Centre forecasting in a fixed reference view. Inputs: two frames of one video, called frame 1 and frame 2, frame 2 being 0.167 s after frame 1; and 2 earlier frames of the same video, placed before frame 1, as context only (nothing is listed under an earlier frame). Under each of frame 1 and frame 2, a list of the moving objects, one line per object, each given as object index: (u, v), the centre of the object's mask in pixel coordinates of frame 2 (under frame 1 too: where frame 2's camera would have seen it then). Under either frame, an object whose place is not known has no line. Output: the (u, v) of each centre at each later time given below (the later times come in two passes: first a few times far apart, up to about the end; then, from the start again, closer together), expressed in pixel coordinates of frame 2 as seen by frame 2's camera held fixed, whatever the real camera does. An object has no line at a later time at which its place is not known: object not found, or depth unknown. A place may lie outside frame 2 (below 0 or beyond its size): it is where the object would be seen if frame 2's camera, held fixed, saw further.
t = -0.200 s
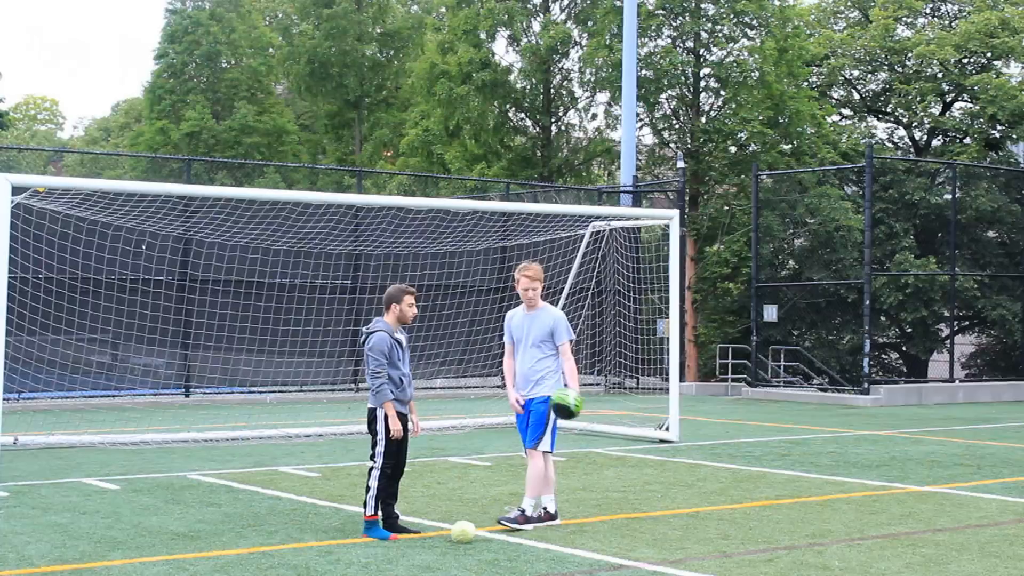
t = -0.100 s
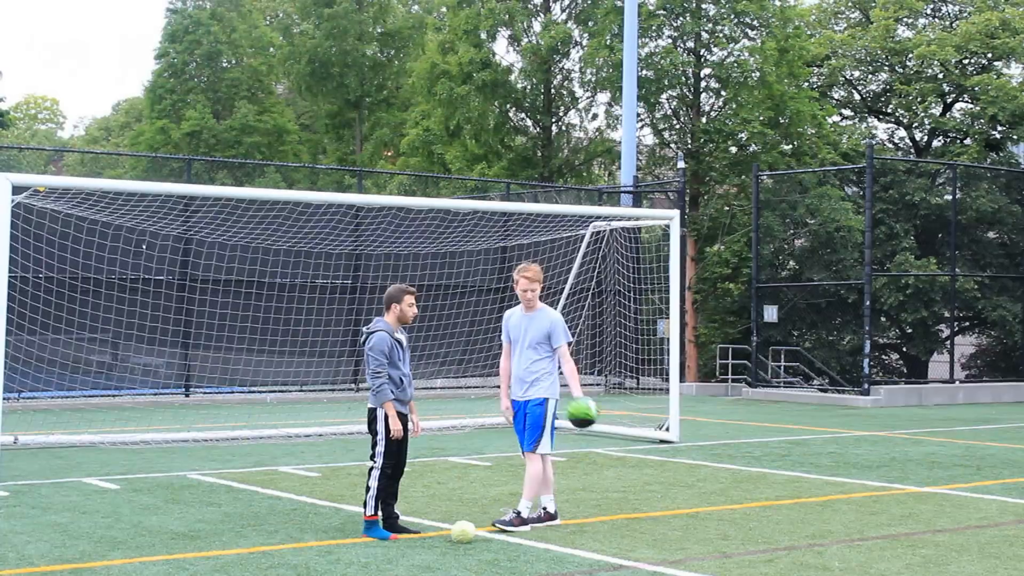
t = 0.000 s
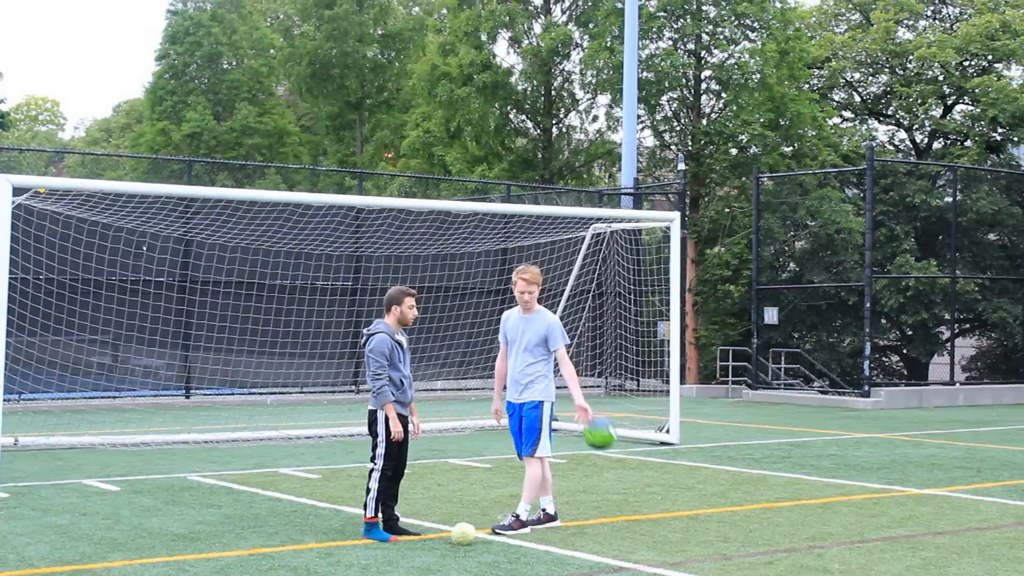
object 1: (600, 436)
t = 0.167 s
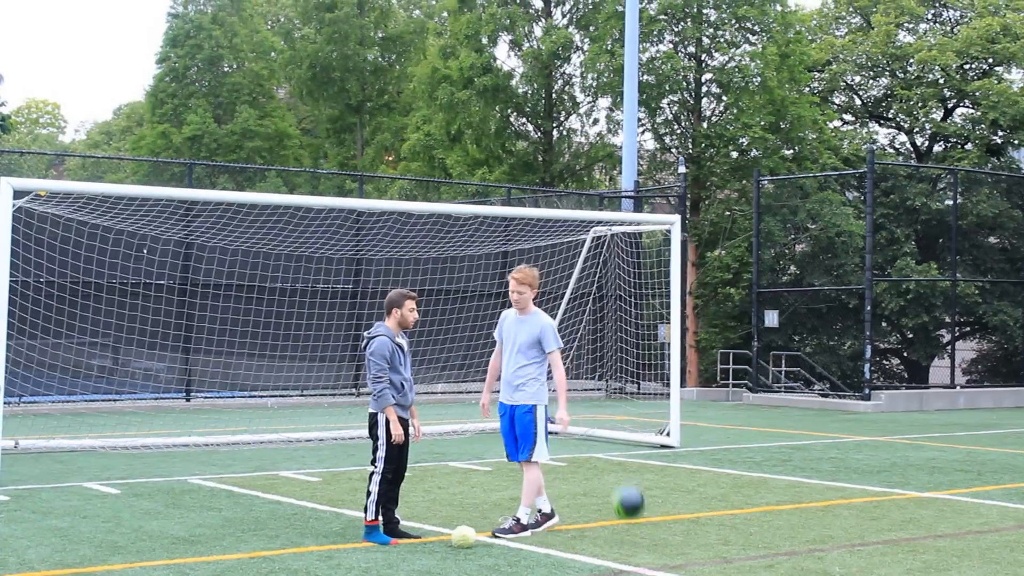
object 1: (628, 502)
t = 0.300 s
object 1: (641, 504)
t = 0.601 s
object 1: (655, 487)
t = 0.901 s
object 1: (678, 517)
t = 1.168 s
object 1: (706, 537)
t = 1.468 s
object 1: (730, 544)
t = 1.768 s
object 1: (754, 549)
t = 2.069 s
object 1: (773, 551)
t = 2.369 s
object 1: (786, 552)
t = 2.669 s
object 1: (789, 552)
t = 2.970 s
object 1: (787, 552)
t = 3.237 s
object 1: (787, 552)
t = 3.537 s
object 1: (787, 552)
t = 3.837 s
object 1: (787, 552)
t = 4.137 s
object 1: (787, 552)
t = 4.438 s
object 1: (787, 552)
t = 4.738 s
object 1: (787, 551)
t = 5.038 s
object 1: (787, 551)
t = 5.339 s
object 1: (787, 552)
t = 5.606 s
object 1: (787, 552)
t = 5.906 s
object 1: (787, 552)
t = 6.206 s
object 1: (787, 552)
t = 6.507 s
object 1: (787, 551)
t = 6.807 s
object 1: (786, 552)
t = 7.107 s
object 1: (786, 551)
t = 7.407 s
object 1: (786, 551)
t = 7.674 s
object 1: (786, 551)
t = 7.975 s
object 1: (786, 551)
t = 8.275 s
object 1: (786, 551)
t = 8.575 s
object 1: (786, 552)
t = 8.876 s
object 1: (786, 551)
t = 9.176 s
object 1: (786, 551)
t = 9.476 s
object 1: (786, 551)
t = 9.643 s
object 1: (786, 551)
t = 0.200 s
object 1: (634, 520)
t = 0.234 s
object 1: (637, 526)
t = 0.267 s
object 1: (639, 513)
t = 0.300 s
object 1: (641, 504)
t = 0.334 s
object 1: (643, 495)
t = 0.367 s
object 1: (645, 489)
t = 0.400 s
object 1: (647, 484)
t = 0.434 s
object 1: (648, 480)
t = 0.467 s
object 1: (650, 478)
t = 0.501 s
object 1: (651, 478)
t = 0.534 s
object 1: (653, 479)
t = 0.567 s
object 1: (654, 482)
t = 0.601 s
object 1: (655, 487)
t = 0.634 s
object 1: (657, 493)
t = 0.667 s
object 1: (659, 501)
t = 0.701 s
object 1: (660, 511)
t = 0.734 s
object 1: (662, 523)
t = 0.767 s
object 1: (664, 537)
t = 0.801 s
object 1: (667, 531)
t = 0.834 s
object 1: (671, 525)
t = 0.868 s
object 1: (674, 520)
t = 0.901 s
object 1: (678, 517)
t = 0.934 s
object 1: (681, 516)
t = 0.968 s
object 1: (685, 517)
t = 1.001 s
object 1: (688, 519)
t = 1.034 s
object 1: (692, 523)
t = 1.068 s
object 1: (695, 529)
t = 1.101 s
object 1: (699, 536)
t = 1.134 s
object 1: (703, 541)
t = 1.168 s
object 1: (706, 537)
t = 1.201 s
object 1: (708, 535)
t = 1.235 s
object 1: (711, 534)
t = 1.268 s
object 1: (713, 535)
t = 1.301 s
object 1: (716, 537)
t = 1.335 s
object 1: (719, 542)
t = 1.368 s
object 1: (721, 545)
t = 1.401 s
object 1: (724, 543)
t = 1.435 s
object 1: (727, 543)
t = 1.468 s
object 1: (730, 544)
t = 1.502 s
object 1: (733, 546)
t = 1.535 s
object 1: (735, 546)
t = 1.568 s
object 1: (738, 547)
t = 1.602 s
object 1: (741, 548)
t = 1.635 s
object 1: (744, 548)
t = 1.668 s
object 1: (746, 548)
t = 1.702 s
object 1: (749, 548)
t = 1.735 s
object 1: (752, 548)
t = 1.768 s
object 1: (754, 549)
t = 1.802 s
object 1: (756, 549)
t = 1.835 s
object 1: (759, 549)
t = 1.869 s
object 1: (760, 550)
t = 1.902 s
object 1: (763, 550)
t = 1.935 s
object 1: (765, 550)
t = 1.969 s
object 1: (768, 550)
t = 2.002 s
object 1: (769, 551)
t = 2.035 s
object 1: (771, 551)
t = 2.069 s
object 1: (773, 551)
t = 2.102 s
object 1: (775, 551)
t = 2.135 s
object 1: (777, 551)
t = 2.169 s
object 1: (779, 551)
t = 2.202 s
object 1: (780, 552)
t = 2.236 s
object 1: (782, 552)
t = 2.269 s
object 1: (783, 552)
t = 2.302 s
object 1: (784, 552)
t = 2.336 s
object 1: (785, 552)
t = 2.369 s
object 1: (786, 552)
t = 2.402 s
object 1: (787, 552)
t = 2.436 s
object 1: (787, 552)
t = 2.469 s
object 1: (788, 552)
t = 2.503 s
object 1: (788, 552)
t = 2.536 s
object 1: (789, 552)
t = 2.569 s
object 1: (789, 552)
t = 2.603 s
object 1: (789, 552)
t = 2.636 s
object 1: (789, 552)
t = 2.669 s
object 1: (789, 552)
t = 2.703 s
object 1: (789, 552)
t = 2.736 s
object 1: (789, 552)
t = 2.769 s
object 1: (789, 552)
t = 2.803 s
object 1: (789, 552)
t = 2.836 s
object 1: (788, 552)
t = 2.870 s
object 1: (788, 552)
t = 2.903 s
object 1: (788, 552)
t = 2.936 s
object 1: (788, 552)
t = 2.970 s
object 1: (787, 552)
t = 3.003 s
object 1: (787, 552)
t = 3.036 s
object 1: (787, 552)
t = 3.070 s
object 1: (787, 552)
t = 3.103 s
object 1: (787, 552)
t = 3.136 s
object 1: (787, 552)
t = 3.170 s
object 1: (787, 552)
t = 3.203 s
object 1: (787, 552)
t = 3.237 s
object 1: (787, 552)
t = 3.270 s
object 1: (787, 552)
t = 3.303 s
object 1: (787, 552)
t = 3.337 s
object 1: (787, 552)
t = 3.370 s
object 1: (787, 552)
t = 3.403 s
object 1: (787, 552)
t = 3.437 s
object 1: (787, 552)
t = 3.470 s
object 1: (787, 552)
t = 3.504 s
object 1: (787, 552)
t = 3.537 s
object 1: (787, 552)
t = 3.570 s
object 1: (787, 552)
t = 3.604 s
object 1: (787, 552)
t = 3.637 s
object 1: (787, 552)
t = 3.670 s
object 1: (787, 552)
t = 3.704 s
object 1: (787, 552)
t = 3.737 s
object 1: (787, 552)
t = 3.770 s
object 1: (787, 552)
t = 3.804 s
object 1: (787, 552)
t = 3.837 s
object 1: (787, 552)
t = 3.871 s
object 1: (787, 552)
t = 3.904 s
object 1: (787, 552)
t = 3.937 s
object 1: (787, 552)
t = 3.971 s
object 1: (787, 552)
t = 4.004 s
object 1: (787, 552)
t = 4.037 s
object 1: (787, 552)
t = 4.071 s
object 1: (787, 552)
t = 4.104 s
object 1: (787, 552)
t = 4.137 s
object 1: (787, 552)
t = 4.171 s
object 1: (787, 552)
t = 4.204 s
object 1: (787, 552)
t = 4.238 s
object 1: (787, 552)
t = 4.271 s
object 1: (787, 552)
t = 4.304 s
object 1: (787, 552)
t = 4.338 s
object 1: (787, 552)
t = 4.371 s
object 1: (787, 552)
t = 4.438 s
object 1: (787, 552)
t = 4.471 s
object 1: (787, 552)
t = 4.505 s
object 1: (787, 552)
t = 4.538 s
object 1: (787, 552)
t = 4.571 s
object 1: (787, 552)
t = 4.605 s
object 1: (787, 552)
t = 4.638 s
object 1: (787, 552)
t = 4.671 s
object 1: (787, 552)
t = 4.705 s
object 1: (787, 551)
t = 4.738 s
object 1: (787, 551)
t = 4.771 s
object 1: (787, 552)
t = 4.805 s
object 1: (787, 551)
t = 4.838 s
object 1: (787, 551)
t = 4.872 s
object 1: (787, 551)
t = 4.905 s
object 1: (787, 551)
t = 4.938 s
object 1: (787, 551)
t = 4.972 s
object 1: (787, 551)
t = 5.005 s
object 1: (787, 551)
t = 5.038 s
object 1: (787, 551)
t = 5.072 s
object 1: (787, 551)
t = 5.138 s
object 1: (787, 551)
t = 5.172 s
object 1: (787, 551)
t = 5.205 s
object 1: (787, 551)
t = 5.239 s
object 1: (787, 551)
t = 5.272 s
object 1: (787, 551)
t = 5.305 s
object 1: (787, 551)
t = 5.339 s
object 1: (787, 552)
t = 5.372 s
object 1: (787, 552)
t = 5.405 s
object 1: (787, 551)
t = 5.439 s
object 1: (787, 552)
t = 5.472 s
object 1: (787, 552)
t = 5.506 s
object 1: (787, 552)
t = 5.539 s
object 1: (787, 552)
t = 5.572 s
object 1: (787, 552)
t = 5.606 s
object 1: (787, 552)
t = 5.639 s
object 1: (787, 552)
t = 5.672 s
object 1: (787, 552)
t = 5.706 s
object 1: (787, 552)
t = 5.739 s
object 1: (787, 552)
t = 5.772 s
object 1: (787, 552)
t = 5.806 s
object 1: (787, 552)
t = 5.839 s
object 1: (787, 552)
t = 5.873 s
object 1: (787, 552)
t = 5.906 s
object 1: (787, 552)
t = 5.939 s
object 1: (787, 552)
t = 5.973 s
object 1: (787, 552)
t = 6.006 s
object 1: (787, 552)
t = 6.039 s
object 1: (787, 552)
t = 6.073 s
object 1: (787, 552)
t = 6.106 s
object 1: (787, 552)
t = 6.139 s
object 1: (787, 552)
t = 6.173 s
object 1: (787, 552)
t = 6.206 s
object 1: (787, 552)
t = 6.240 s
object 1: (787, 551)
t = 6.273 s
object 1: (787, 552)
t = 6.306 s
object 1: (787, 552)
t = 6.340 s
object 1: (787, 551)
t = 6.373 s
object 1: (787, 551)
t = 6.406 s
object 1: (787, 552)
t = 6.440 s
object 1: (787, 551)
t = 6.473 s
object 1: (787, 551)
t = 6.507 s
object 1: (787, 551)
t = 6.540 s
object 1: (787, 551)
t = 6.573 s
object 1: (787, 551)
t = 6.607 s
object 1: (787, 551)
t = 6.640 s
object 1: (786, 552)
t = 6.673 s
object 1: (786, 551)
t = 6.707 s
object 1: (786, 551)
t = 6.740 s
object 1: (786, 551)
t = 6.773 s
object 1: (786, 552)
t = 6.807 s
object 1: (786, 552)
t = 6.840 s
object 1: (786, 552)
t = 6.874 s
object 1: (786, 552)
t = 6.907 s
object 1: (786, 552)
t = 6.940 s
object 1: (786, 551)
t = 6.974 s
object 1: (786, 551)
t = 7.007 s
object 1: (786, 551)
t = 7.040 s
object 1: (786, 551)
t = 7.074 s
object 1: (786, 551)
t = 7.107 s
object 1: (786, 551)
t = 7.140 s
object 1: (786, 551)
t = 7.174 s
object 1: (786, 551)
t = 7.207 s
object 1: (786, 551)
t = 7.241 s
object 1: (786, 551)
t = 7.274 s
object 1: (786, 551)
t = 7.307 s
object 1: (786, 551)
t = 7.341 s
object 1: (786, 552)
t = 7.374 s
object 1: (786, 551)
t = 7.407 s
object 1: (786, 551)
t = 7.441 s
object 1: (786, 551)
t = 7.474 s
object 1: (786, 551)
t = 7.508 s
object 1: (786, 551)
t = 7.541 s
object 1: (786, 551)
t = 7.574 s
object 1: (786, 551)
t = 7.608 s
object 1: (786, 551)
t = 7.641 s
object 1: (786, 551)
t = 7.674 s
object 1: (786, 551)
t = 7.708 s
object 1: (786, 551)
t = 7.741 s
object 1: (786, 551)
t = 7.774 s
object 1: (786, 552)
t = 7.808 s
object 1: (786, 552)
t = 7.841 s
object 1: (786, 551)
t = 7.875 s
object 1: (786, 551)
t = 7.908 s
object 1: (786, 551)
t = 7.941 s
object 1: (786, 551)
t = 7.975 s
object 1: (786, 551)
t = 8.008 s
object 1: (786, 551)
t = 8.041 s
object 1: (786, 551)
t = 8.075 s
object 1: (786, 551)
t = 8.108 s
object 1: (786, 551)
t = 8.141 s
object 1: (786, 551)
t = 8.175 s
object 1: (786, 551)
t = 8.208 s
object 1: (786, 551)
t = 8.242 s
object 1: (786, 552)
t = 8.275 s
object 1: (786, 551)
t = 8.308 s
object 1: (786, 552)
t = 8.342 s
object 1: (786, 552)
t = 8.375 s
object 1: (786, 552)
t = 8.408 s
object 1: (786, 551)
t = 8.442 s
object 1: (786, 552)
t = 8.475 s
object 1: (786, 552)
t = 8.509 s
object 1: (786, 551)
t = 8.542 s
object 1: (786, 551)
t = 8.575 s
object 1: (786, 552)
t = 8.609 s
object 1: (786, 551)
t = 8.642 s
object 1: (786, 551)
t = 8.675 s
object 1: (786, 551)
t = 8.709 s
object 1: (786, 551)
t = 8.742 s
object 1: (786, 551)
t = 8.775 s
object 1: (786, 551)
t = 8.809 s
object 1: (786, 552)
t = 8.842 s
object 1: (786, 552)
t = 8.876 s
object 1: (786, 551)
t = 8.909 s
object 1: (786, 551)
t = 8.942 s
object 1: (786, 551)
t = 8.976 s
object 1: (786, 551)
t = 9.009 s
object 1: (786, 551)
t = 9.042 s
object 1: (786, 551)
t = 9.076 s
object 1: (786, 551)
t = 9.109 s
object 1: (786, 551)
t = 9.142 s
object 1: (786, 551)
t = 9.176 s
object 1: (786, 551)
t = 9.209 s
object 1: (786, 552)
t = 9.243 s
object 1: (786, 551)
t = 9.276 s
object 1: (786, 551)
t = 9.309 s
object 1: (786, 552)
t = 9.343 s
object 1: (786, 551)
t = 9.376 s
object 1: (786, 551)
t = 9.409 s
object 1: (786, 551)
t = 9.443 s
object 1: (786, 551)
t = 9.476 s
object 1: (786, 551)
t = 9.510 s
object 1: (786, 551)
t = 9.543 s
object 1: (786, 551)
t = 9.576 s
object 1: (786, 551)
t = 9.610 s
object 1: (786, 551)
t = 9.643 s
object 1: (786, 551)
